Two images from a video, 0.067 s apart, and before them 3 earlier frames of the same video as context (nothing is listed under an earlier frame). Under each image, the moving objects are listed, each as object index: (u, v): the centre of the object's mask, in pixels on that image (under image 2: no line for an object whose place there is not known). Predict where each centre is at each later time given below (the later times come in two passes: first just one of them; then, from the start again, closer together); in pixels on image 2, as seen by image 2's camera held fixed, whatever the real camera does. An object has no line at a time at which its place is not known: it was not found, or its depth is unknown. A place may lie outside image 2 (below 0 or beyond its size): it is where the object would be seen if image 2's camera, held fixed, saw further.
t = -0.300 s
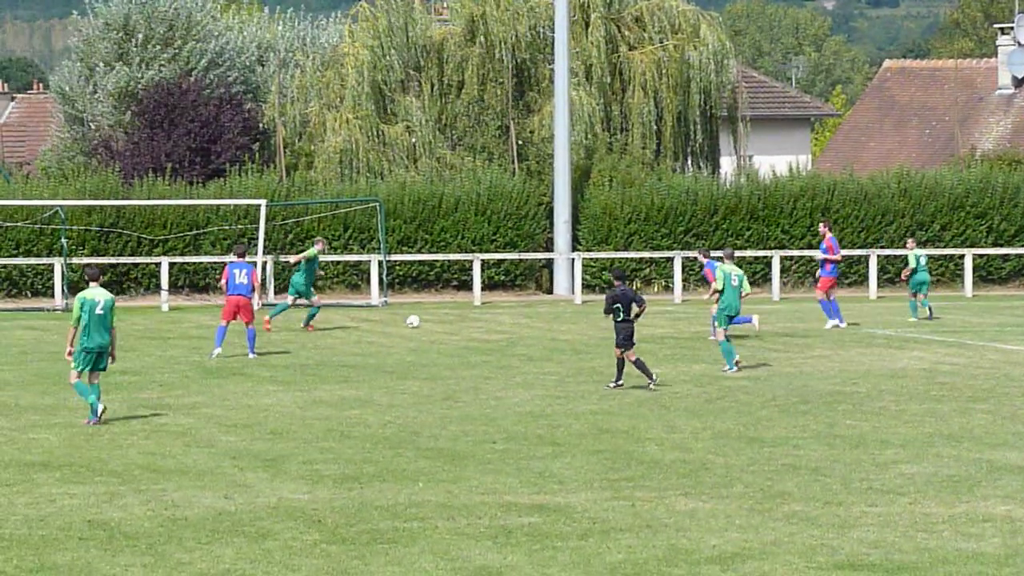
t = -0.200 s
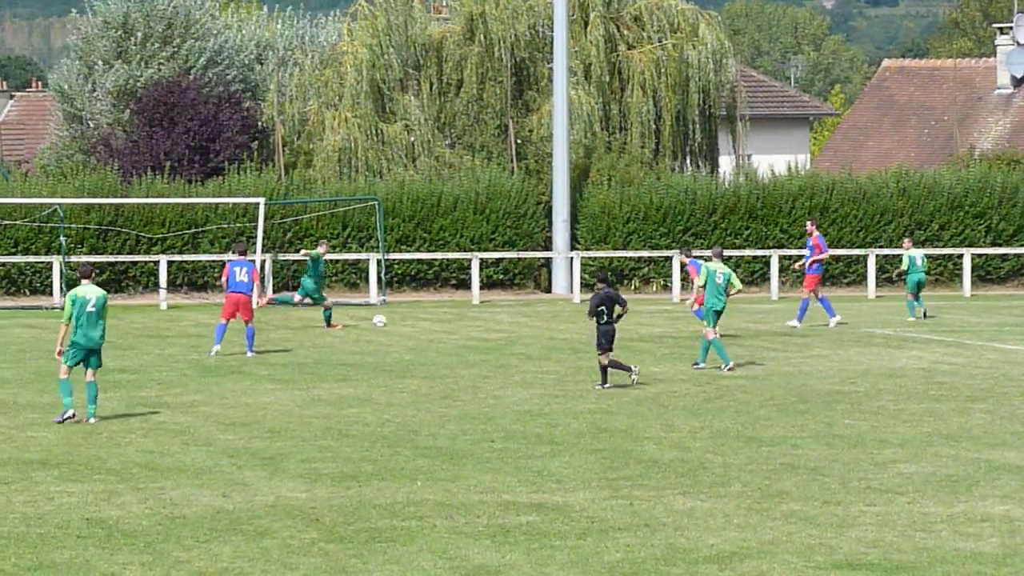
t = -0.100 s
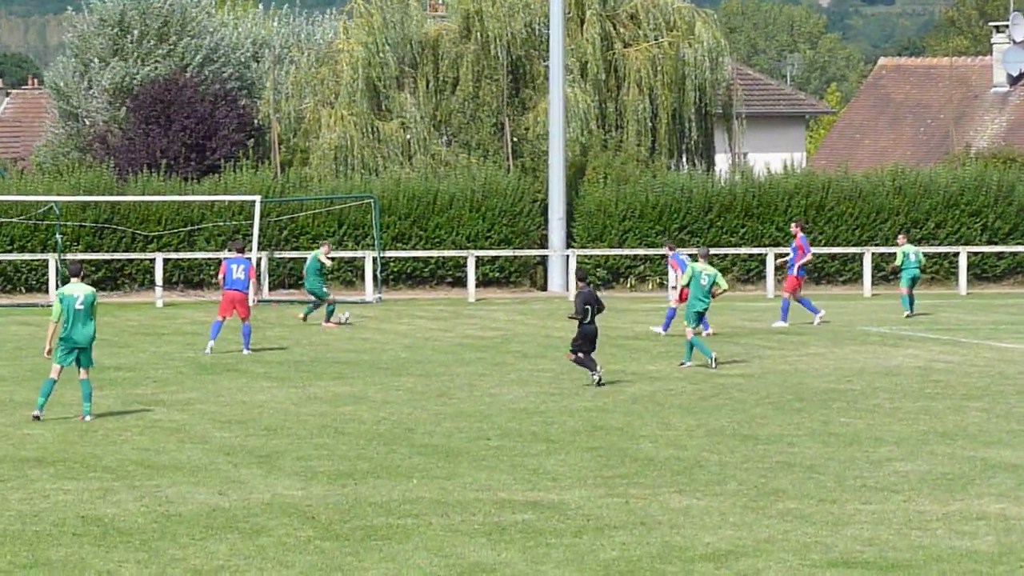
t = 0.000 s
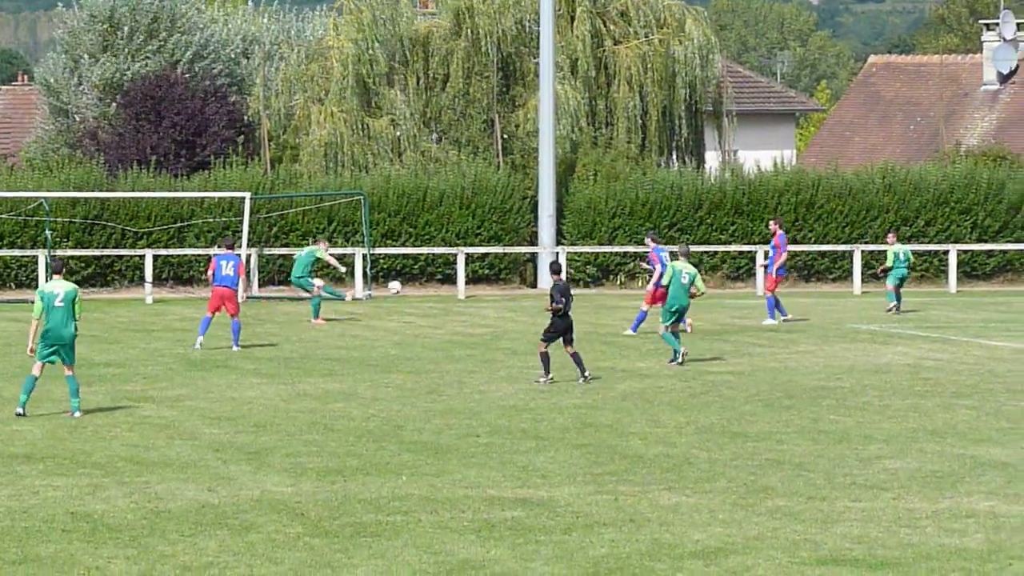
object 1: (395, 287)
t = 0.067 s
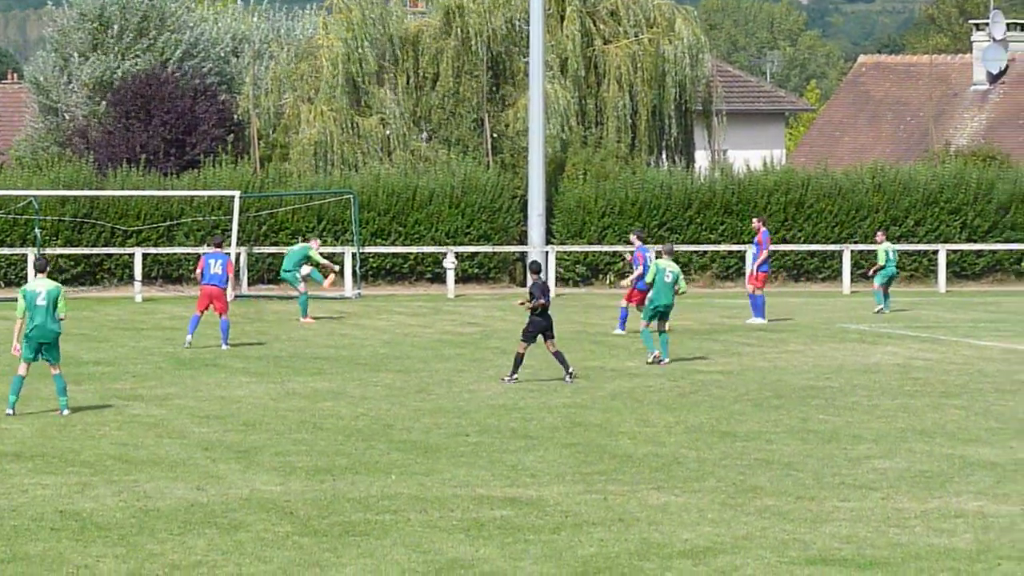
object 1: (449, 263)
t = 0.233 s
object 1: (599, 225)
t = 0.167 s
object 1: (543, 237)
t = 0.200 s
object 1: (570, 230)
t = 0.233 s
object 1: (599, 225)
